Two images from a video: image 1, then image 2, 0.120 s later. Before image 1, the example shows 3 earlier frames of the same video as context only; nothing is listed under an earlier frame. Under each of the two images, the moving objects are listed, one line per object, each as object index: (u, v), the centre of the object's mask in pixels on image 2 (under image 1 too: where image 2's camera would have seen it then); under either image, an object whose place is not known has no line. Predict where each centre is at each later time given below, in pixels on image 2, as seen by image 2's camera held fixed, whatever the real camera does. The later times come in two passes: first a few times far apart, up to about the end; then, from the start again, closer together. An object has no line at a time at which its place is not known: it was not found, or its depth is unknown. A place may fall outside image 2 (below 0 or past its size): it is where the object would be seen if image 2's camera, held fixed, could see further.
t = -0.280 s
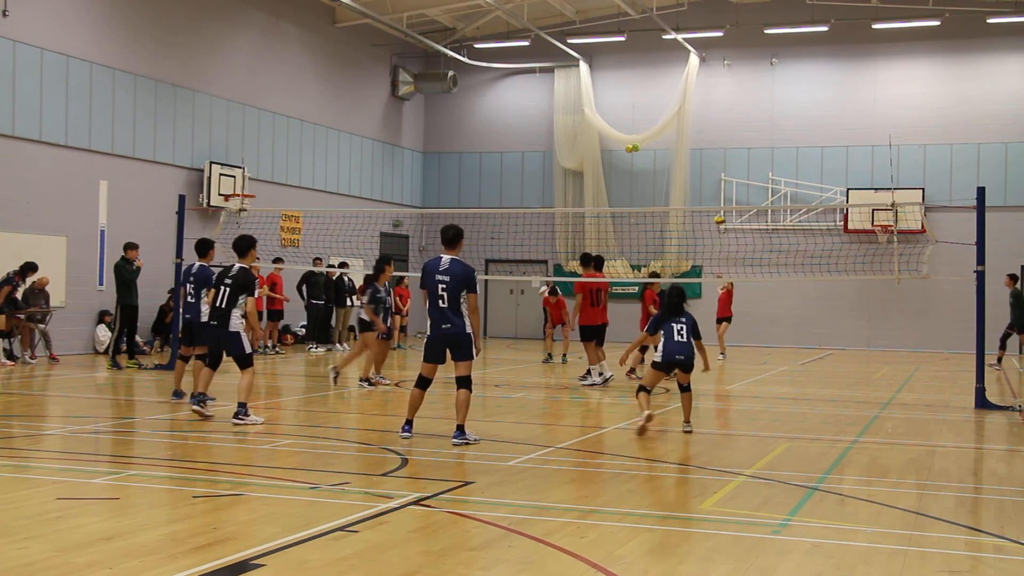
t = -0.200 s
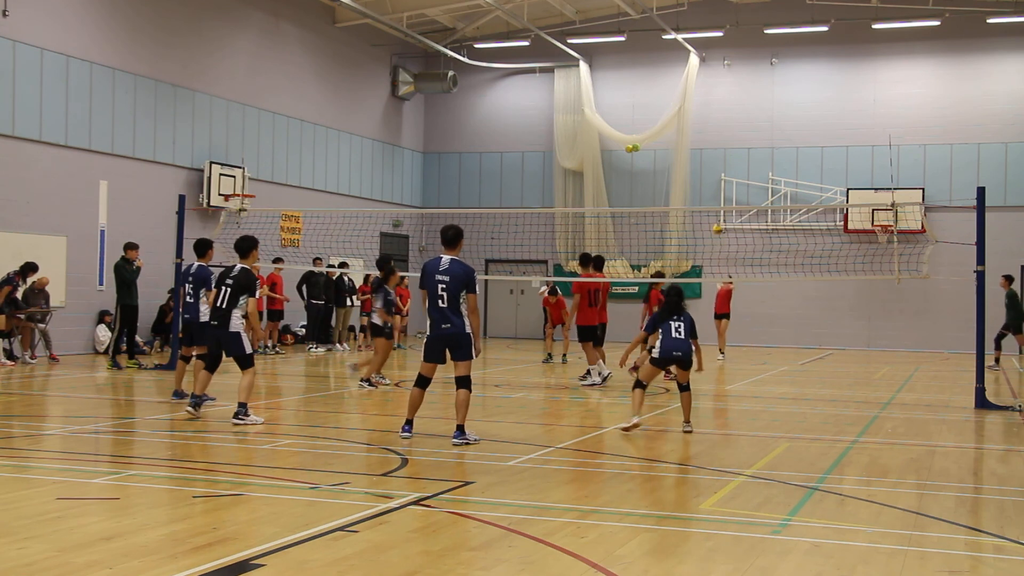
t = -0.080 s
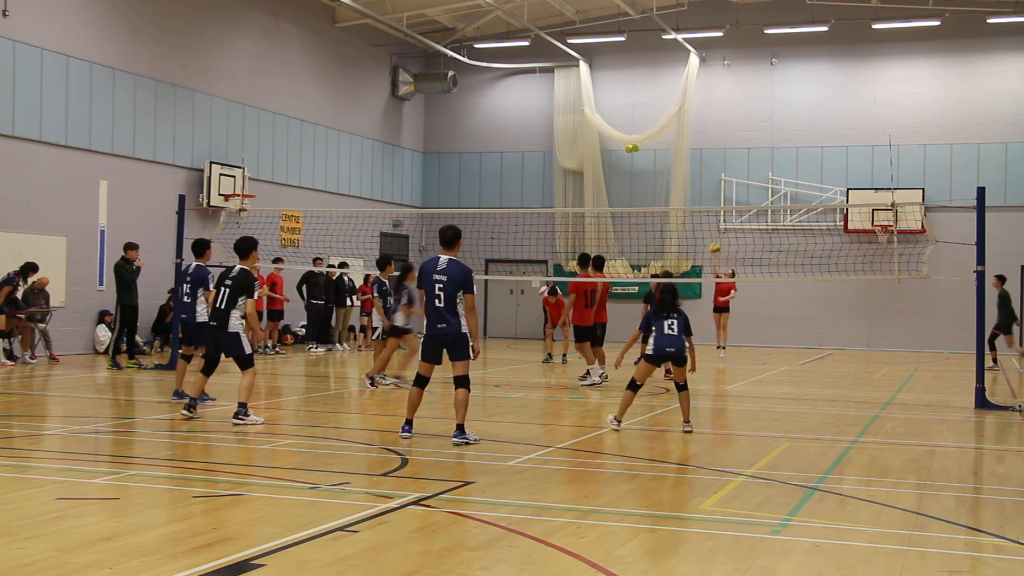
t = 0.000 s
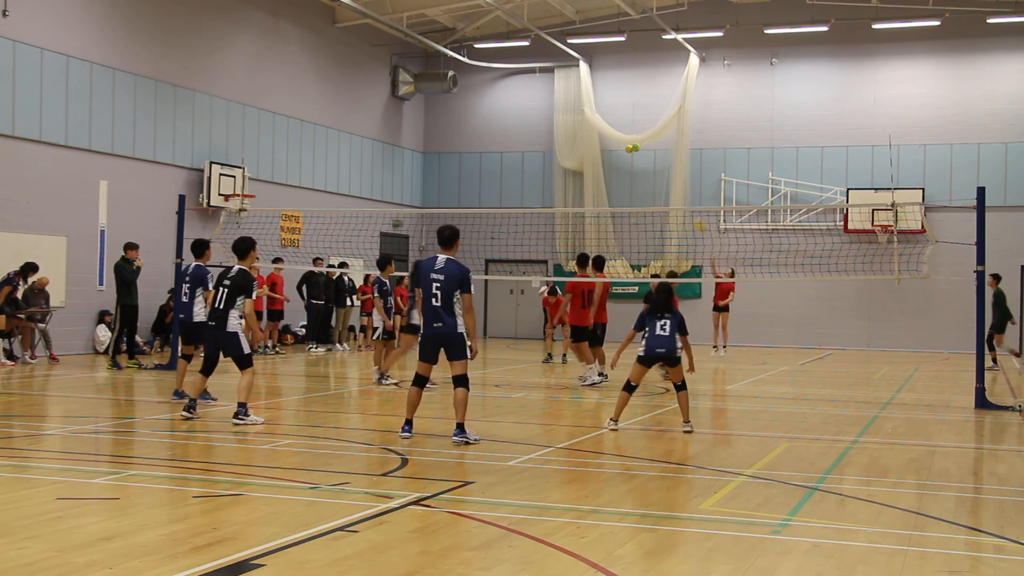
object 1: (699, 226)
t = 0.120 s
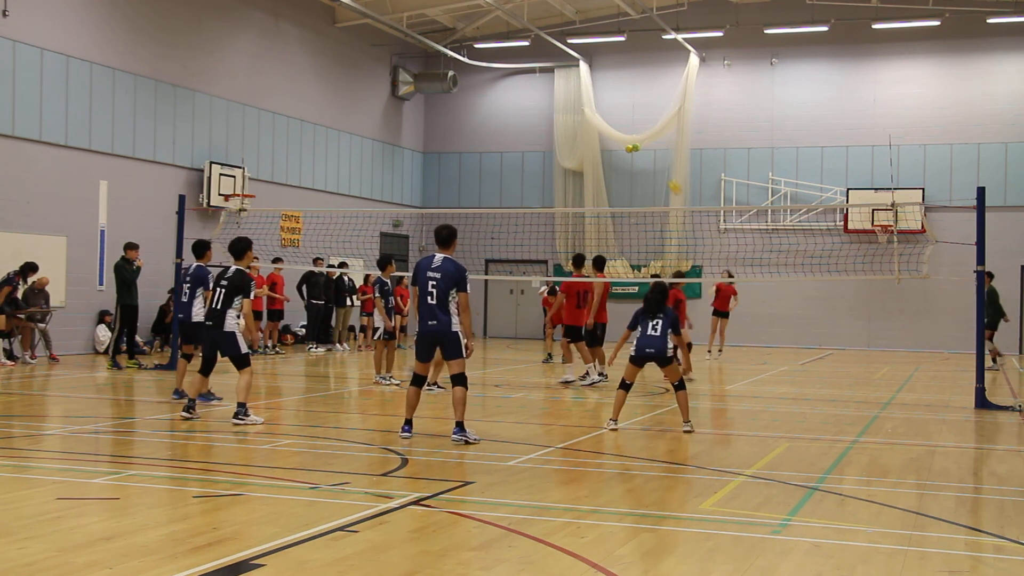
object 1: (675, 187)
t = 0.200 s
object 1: (657, 163)
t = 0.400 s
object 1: (613, 111)
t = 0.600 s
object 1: (558, 69)
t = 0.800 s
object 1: (494, 56)
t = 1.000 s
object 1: (423, 80)
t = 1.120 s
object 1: (375, 113)
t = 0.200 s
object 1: (657, 163)
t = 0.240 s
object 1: (649, 152)
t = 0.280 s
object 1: (640, 141)
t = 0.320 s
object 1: (631, 130)
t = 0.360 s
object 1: (622, 120)
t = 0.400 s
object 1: (613, 111)
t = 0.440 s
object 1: (603, 101)
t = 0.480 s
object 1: (593, 92)
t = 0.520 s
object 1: (582, 83)
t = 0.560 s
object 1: (570, 76)
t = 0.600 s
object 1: (558, 69)
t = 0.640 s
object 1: (546, 64)
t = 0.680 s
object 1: (533, 60)
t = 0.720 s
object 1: (520, 57)
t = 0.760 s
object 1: (507, 56)
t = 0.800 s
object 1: (494, 56)
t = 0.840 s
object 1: (481, 58)
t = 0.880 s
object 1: (466, 62)
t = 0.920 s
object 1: (451, 67)
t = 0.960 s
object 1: (437, 72)
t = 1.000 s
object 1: (423, 80)
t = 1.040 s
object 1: (407, 89)
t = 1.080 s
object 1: (392, 100)
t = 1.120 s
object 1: (375, 113)
